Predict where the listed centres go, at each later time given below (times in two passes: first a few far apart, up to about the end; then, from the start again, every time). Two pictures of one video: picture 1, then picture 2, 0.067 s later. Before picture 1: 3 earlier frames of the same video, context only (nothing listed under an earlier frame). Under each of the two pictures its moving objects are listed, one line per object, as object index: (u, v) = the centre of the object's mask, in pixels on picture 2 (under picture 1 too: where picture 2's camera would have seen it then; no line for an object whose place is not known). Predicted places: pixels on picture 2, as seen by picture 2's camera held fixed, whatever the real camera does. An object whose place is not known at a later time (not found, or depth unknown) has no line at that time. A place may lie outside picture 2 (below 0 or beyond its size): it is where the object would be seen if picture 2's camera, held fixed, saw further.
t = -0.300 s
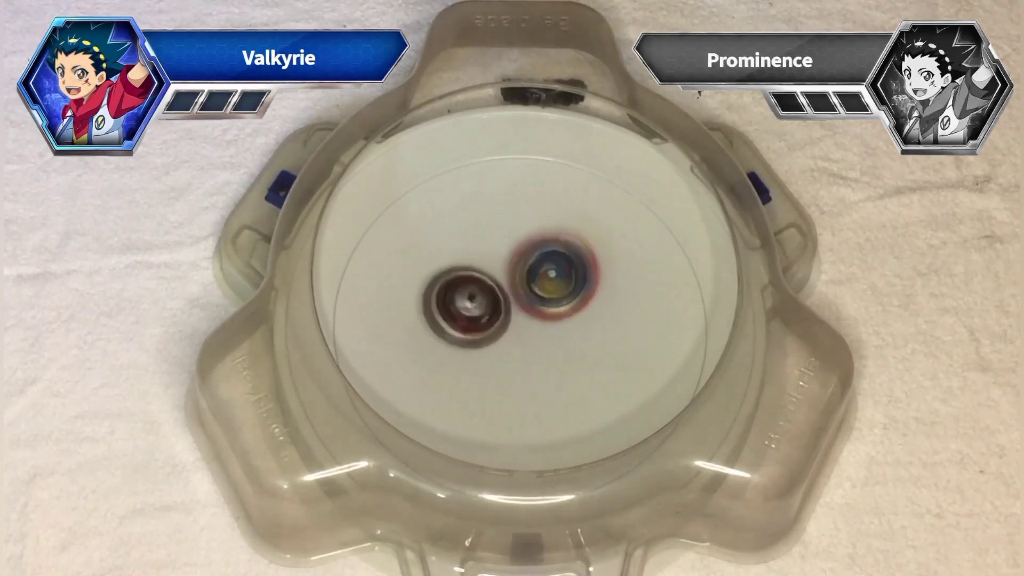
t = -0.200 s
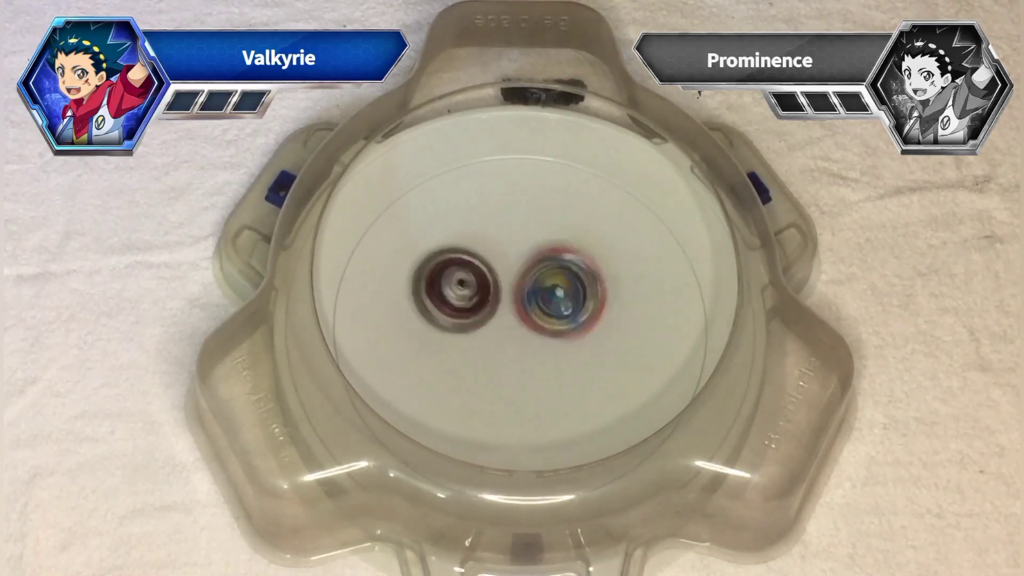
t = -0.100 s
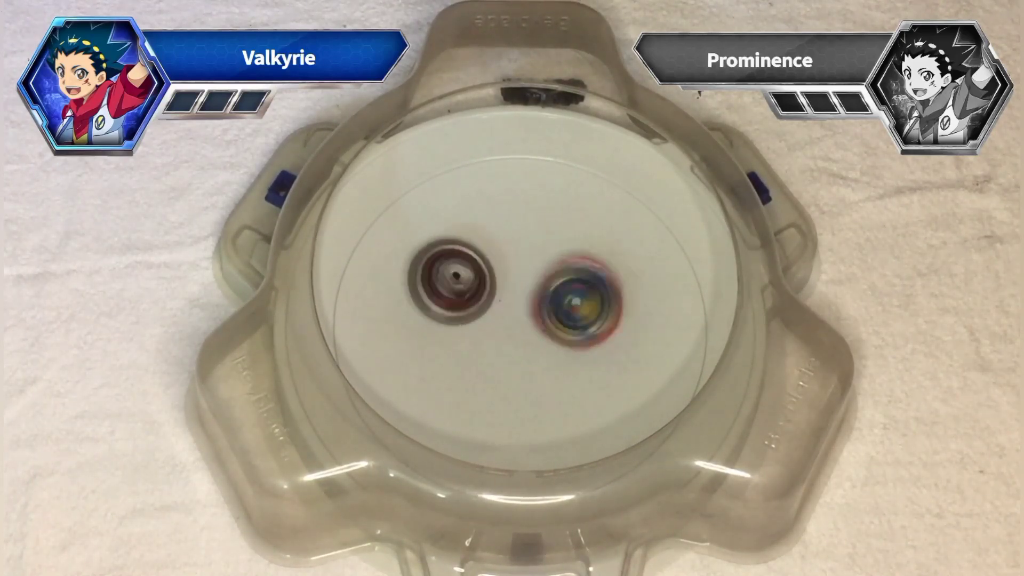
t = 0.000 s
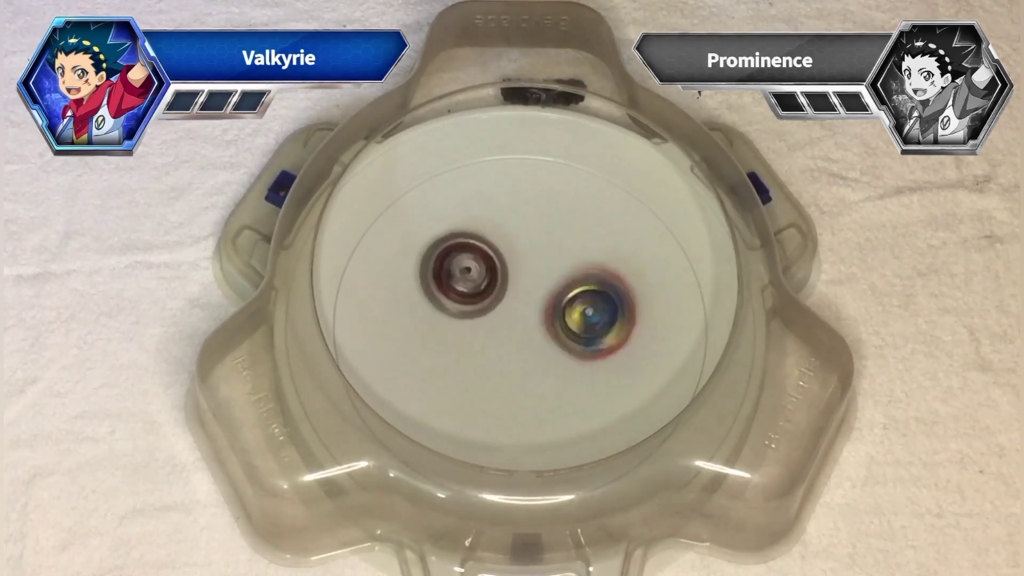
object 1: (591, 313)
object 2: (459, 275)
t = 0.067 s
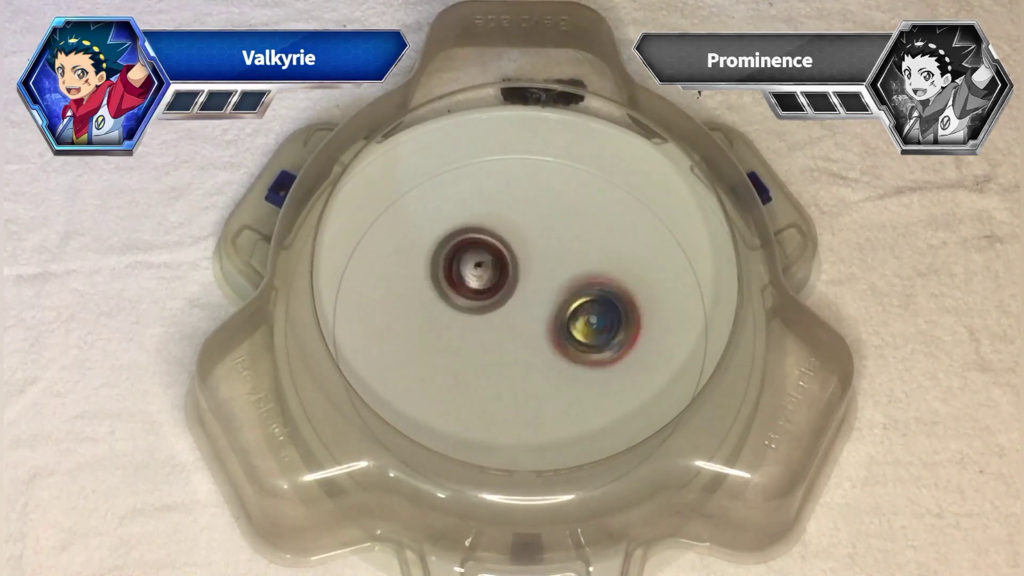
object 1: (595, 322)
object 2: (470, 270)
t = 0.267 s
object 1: (589, 343)
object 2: (505, 268)
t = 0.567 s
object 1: (540, 381)
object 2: (549, 285)
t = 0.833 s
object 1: (487, 384)
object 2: (570, 332)
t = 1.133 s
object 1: (446, 344)
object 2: (553, 374)
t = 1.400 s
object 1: (473, 292)
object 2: (516, 379)
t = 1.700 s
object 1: (545, 277)
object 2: (482, 343)
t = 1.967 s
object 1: (591, 312)
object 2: (480, 300)
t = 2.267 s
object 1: (572, 364)
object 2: (518, 272)
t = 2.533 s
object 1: (516, 362)
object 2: (551, 284)
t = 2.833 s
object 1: (475, 311)
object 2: (578, 312)
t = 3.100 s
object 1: (496, 268)
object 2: (561, 347)
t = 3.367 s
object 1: (541, 273)
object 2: (523, 360)
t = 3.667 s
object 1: (567, 317)
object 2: (477, 351)
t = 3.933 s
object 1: (543, 354)
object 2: (458, 316)
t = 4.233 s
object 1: (499, 356)
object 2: (475, 272)
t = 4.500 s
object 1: (471, 339)
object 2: (523, 255)
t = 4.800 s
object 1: (484, 315)
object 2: (574, 296)
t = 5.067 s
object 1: (488, 307)
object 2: (568, 347)
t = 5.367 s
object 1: (481, 293)
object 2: (513, 373)
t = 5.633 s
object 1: (511, 279)
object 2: (435, 352)
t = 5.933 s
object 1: (534, 311)
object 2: (438, 300)
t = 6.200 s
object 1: (523, 324)
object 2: (485, 225)
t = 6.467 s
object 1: (524, 323)
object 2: (478, 245)
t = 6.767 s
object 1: (520, 337)
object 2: (525, 259)
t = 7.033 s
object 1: (516, 339)
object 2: (521, 264)
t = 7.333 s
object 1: (516, 339)
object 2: (502, 264)
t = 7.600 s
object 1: (516, 339)
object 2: (526, 262)
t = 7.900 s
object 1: (516, 339)
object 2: (505, 266)
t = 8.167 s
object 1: (516, 340)
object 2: (520, 266)
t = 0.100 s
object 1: (596, 326)
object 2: (475, 268)
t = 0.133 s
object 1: (596, 330)
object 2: (480, 267)
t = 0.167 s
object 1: (595, 333)
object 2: (487, 266)
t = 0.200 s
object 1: (594, 337)
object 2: (492, 266)
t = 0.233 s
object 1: (592, 340)
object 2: (498, 266)
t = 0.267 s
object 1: (589, 343)
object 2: (505, 268)
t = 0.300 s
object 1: (584, 345)
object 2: (511, 269)
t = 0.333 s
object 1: (581, 348)
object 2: (517, 271)
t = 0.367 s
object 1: (575, 350)
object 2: (523, 274)
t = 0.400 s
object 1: (569, 352)
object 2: (528, 276)
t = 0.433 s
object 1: (562, 361)
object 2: (533, 273)
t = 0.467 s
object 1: (557, 368)
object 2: (537, 273)
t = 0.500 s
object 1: (551, 373)
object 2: (540, 275)
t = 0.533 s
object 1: (546, 377)
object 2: (544, 279)
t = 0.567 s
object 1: (540, 381)
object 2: (549, 285)
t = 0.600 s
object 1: (535, 383)
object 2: (552, 292)
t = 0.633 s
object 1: (528, 386)
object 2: (555, 299)
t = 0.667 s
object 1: (524, 388)
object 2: (556, 302)
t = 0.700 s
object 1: (519, 388)
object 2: (559, 309)
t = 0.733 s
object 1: (512, 387)
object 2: (561, 315)
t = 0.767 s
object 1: (505, 386)
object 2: (563, 322)
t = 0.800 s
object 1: (494, 386)
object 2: (567, 327)
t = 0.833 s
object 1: (487, 384)
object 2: (570, 332)
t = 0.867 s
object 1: (479, 383)
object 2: (570, 337)
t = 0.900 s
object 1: (472, 380)
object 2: (570, 343)
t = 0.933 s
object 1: (465, 378)
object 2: (570, 348)
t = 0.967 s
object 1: (460, 373)
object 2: (568, 353)
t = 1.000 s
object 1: (454, 369)
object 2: (566, 359)
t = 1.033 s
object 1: (450, 363)
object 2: (563, 363)
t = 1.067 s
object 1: (449, 358)
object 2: (561, 367)
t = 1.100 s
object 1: (446, 350)
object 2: (557, 370)
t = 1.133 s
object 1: (446, 344)
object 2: (553, 374)
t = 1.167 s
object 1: (447, 338)
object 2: (550, 376)
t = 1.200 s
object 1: (448, 330)
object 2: (545, 379)
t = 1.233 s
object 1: (451, 323)
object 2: (541, 380)
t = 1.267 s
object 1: (454, 318)
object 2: (536, 381)
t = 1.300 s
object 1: (457, 310)
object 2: (531, 381)
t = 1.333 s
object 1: (462, 303)
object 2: (526, 381)
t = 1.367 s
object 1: (467, 298)
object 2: (522, 381)
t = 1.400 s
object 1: (473, 292)
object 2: (516, 379)
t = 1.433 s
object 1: (481, 288)
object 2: (511, 377)
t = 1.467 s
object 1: (487, 284)
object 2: (507, 374)
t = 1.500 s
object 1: (495, 281)
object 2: (503, 371)
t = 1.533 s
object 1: (503, 278)
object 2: (498, 367)
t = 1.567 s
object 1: (511, 277)
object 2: (494, 363)
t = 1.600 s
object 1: (520, 275)
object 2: (491, 358)
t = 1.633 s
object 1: (527, 274)
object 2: (487, 353)
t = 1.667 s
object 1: (536, 274)
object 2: (484, 348)
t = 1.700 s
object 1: (545, 277)
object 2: (482, 343)
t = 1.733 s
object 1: (552, 279)
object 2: (479, 337)
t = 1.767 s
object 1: (560, 281)
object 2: (478, 332)
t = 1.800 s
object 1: (566, 286)
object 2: (477, 326)
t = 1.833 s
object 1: (572, 290)
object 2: (477, 321)
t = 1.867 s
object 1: (579, 294)
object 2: (478, 315)
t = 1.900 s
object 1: (583, 300)
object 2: (478, 309)
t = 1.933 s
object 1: (587, 306)
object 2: (479, 304)
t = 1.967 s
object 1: (591, 312)
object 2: (480, 300)
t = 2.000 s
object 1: (592, 319)
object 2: (483, 295)
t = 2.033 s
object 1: (593, 324)
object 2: (485, 290)
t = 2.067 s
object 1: (594, 331)
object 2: (488, 287)
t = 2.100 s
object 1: (593, 337)
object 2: (492, 283)
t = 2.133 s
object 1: (592, 343)
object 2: (495, 280)
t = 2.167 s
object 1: (589, 349)
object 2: (499, 278)
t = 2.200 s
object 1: (586, 352)
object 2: (504, 275)
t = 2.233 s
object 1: (577, 361)
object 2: (512, 273)
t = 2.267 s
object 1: (572, 364)
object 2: (518, 272)
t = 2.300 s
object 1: (568, 365)
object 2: (519, 272)
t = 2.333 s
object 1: (561, 368)
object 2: (525, 272)
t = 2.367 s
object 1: (554, 368)
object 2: (529, 273)
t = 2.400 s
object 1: (547, 367)
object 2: (534, 274)
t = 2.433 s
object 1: (539, 368)
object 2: (539, 276)
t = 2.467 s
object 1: (531, 366)
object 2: (543, 278)
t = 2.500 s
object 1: (525, 364)
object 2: (547, 281)
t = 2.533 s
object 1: (516, 362)
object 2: (551, 284)
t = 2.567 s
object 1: (509, 359)
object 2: (557, 284)
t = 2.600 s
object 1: (500, 355)
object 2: (562, 286)
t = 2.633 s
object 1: (493, 349)
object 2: (565, 288)
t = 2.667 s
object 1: (489, 343)
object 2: (568, 292)
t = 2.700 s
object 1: (485, 338)
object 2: (571, 296)
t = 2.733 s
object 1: (481, 331)
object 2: (574, 299)
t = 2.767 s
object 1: (479, 324)
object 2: (575, 303)
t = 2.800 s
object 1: (477, 318)
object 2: (577, 308)
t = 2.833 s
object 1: (475, 311)
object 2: (578, 312)
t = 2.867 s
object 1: (475, 304)
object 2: (577, 317)
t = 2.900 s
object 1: (476, 298)
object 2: (577, 322)
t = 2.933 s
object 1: (477, 293)
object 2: (576, 326)
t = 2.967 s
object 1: (478, 286)
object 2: (573, 331)
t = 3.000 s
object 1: (482, 281)
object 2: (572, 335)
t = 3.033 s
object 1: (486, 277)
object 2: (569, 339)
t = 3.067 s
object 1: (490, 272)
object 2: (565, 343)
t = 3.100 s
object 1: (496, 268)
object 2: (561, 347)
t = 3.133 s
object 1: (501, 267)
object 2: (557, 350)
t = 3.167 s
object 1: (506, 265)
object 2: (553, 353)
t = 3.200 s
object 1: (513, 264)
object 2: (549, 355)
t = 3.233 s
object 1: (519, 265)
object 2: (543, 356)
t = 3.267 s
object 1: (524, 265)
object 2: (538, 358)
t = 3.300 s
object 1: (531, 266)
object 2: (534, 359)
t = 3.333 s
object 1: (536, 270)
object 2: (528, 359)
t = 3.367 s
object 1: (541, 273)
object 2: (523, 360)
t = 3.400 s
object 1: (548, 276)
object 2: (518, 360)
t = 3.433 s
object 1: (553, 279)
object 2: (510, 362)
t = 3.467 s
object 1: (558, 282)
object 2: (504, 364)
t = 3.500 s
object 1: (563, 288)
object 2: (499, 364)
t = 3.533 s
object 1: (565, 295)
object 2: (494, 363)
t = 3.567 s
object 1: (566, 300)
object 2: (490, 360)
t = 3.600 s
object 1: (567, 305)
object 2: (485, 357)
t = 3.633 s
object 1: (568, 310)
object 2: (481, 355)
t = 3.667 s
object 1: (567, 317)
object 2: (477, 351)
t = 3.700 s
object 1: (565, 323)
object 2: (473, 347)
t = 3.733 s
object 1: (563, 328)
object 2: (471, 343)
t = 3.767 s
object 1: (563, 335)
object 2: (465, 338)
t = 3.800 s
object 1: (560, 340)
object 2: (460, 335)
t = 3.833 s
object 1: (556, 344)
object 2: (459, 331)
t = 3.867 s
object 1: (552, 348)
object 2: (457, 326)
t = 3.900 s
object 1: (548, 351)
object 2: (457, 321)
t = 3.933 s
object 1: (543, 354)
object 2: (458, 316)
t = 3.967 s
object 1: (541, 356)
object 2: (457, 312)
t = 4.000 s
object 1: (535, 359)
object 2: (456, 305)
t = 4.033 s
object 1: (529, 361)
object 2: (456, 300)
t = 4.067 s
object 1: (523, 360)
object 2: (458, 294)
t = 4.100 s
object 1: (518, 361)
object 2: (459, 289)
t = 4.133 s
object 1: (513, 361)
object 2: (462, 284)
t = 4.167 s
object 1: (507, 359)
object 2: (466, 279)
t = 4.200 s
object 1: (503, 357)
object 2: (469, 276)
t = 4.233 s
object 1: (499, 356)
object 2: (475, 272)
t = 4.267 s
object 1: (493, 355)
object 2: (480, 265)
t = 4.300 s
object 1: (487, 354)
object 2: (486, 261)
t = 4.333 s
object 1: (483, 352)
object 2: (491, 257)
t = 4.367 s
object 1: (478, 349)
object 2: (496, 254)
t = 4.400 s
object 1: (476, 347)
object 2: (503, 254)
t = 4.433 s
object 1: (474, 344)
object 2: (509, 254)
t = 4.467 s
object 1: (472, 343)
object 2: (517, 254)
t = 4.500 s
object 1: (471, 339)
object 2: (523, 255)
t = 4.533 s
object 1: (472, 338)
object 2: (531, 258)
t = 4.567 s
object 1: (474, 335)
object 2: (537, 260)
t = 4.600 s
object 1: (475, 332)
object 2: (543, 264)
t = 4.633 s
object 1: (476, 329)
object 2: (550, 269)
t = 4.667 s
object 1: (480, 327)
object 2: (555, 273)
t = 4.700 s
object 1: (482, 323)
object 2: (561, 279)
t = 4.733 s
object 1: (485, 320)
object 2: (565, 285)
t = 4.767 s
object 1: (484, 318)
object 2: (570, 291)
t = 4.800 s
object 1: (484, 315)
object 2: (574, 296)
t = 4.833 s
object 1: (486, 313)
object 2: (576, 303)
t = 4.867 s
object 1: (489, 314)
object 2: (577, 310)
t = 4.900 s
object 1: (489, 314)
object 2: (577, 316)
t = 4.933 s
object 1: (485, 313)
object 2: (581, 323)
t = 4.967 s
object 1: (483, 311)
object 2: (580, 329)
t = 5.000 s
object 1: (484, 309)
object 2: (578, 335)
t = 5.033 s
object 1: (485, 308)
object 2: (574, 341)
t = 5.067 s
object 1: (488, 307)
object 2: (568, 347)
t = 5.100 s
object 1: (492, 308)
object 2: (564, 352)
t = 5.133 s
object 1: (489, 303)
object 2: (561, 361)
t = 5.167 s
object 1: (484, 296)
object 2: (558, 369)
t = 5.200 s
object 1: (481, 292)
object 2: (551, 373)
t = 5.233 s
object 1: (479, 291)
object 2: (545, 375)
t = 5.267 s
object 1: (478, 291)
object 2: (537, 376)
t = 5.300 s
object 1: (478, 292)
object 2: (529, 375)
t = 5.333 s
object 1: (480, 292)
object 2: (520, 374)
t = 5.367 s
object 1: (481, 293)
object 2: (513, 373)
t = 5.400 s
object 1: (483, 294)
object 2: (505, 370)
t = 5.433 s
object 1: (485, 292)
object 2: (498, 369)
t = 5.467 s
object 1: (485, 290)
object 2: (491, 366)
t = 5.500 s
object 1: (485, 289)
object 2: (486, 362)
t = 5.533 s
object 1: (498, 281)
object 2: (457, 359)
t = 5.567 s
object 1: (503, 279)
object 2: (446, 357)
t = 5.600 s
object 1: (506, 279)
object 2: (442, 354)
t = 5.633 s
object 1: (511, 279)
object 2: (435, 352)
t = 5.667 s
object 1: (517, 280)
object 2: (428, 347)
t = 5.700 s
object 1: (521, 282)
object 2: (428, 338)
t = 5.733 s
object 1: (526, 284)
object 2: (426, 333)
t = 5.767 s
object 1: (530, 288)
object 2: (425, 328)
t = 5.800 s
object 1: (534, 292)
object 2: (425, 323)
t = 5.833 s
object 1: (536, 297)
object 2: (427, 317)
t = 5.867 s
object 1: (537, 302)
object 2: (429, 312)
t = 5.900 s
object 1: (536, 307)
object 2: (433, 306)
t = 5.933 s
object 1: (534, 311)
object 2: (438, 300)
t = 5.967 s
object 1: (531, 314)
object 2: (444, 294)
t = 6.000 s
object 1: (527, 316)
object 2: (449, 286)
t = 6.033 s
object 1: (523, 318)
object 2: (451, 277)
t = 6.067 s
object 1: (521, 319)
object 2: (454, 269)
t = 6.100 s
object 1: (522, 323)
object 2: (471, 257)
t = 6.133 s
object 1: (522, 324)
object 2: (479, 244)
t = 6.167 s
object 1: (522, 324)
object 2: (483, 233)
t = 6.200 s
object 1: (523, 324)
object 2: (485, 225)
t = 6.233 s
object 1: (524, 323)
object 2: (485, 221)
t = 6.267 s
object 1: (524, 323)
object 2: (483, 220)
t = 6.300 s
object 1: (524, 323)
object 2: (482, 221)
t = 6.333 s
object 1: (524, 323)
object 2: (482, 224)
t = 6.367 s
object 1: (524, 323)
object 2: (481, 228)
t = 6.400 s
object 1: (524, 323)
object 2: (479, 234)
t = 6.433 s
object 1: (524, 323)
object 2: (478, 241)
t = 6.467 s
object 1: (524, 323)
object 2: (478, 245)
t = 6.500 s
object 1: (524, 323)
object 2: (481, 251)
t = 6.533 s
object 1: (524, 325)
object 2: (485, 253)
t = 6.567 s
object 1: (525, 330)
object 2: (489, 255)
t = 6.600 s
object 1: (525, 332)
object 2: (500, 247)
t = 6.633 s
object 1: (525, 333)
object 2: (487, 251)
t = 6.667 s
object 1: (525, 333)
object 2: (505, 250)
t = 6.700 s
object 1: (524, 334)
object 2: (510, 256)
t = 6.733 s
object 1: (522, 336)
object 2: (516, 254)
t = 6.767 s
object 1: (520, 337)
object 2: (525, 259)
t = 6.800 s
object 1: (518, 338)
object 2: (526, 257)
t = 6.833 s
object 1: (515, 339)
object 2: (526, 256)
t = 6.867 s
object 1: (514, 338)
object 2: (526, 256)
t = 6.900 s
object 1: (513, 337)
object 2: (526, 256)
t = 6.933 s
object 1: (513, 338)
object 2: (526, 257)
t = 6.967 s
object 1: (514, 338)
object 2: (526, 259)
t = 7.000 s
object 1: (515, 338)
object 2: (524, 261)
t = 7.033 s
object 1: (516, 339)
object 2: (521, 264)
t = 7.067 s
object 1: (517, 339)
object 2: (516, 265)
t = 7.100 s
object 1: (517, 338)
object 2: (510, 265)
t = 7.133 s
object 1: (517, 339)
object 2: (505, 265)
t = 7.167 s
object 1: (516, 339)
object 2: (503, 264)
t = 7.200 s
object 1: (515, 339)
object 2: (501, 262)
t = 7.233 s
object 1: (516, 339)
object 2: (501, 262)
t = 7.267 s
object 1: (516, 339)
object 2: (501, 262)
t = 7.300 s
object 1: (516, 339)
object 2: (501, 263)
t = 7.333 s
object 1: (516, 339)
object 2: (502, 264)
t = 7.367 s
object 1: (516, 339)
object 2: (505, 265)
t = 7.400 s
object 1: (516, 339)
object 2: (509, 266)
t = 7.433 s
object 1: (516, 339)
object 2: (514, 266)
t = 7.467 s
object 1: (516, 339)
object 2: (518, 266)
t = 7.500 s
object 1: (516, 340)
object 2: (522, 265)
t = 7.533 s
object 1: (516, 339)
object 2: (524, 264)
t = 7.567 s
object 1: (516, 339)
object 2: (525, 263)
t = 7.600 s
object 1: (516, 339)
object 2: (526, 262)
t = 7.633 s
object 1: (516, 339)
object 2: (525, 262)
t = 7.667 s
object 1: (516, 339)
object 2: (525, 263)
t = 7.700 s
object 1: (516, 340)
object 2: (523, 265)
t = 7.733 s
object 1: (516, 340)
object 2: (520, 266)
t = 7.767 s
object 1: (516, 340)
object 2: (517, 267)
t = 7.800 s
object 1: (516, 340)
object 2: (513, 267)
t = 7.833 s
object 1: (516, 340)
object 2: (510, 267)
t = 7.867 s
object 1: (516, 339)
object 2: (507, 266)
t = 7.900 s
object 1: (516, 339)
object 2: (505, 266)
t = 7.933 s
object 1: (516, 339)
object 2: (505, 265)
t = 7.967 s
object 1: (516, 339)
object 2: (505, 266)
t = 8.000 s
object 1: (516, 340)
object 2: (506, 266)
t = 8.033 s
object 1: (516, 340)
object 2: (508, 266)
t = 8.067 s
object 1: (516, 340)
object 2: (511, 267)
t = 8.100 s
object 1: (516, 340)
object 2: (515, 267)
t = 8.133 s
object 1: (516, 340)
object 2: (517, 266)
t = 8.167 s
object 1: (516, 340)
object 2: (520, 266)
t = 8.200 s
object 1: (516, 340)
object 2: (522, 265)
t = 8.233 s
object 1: (516, 340)
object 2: (523, 265)
